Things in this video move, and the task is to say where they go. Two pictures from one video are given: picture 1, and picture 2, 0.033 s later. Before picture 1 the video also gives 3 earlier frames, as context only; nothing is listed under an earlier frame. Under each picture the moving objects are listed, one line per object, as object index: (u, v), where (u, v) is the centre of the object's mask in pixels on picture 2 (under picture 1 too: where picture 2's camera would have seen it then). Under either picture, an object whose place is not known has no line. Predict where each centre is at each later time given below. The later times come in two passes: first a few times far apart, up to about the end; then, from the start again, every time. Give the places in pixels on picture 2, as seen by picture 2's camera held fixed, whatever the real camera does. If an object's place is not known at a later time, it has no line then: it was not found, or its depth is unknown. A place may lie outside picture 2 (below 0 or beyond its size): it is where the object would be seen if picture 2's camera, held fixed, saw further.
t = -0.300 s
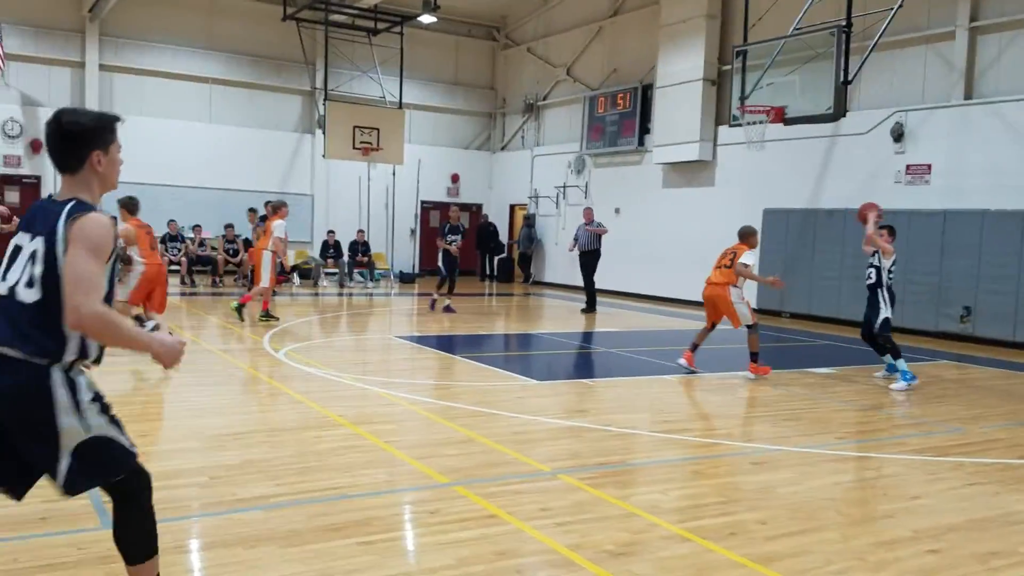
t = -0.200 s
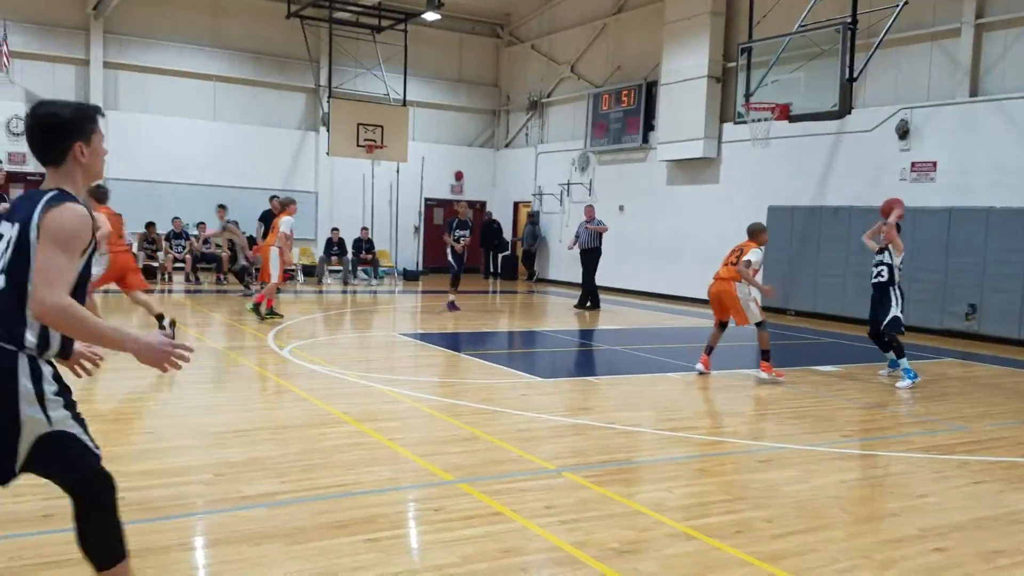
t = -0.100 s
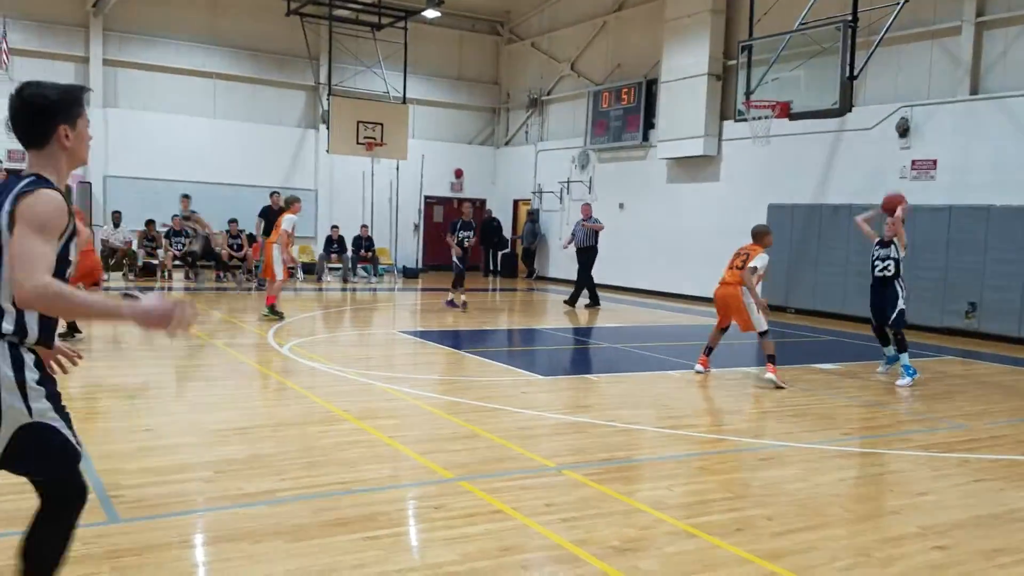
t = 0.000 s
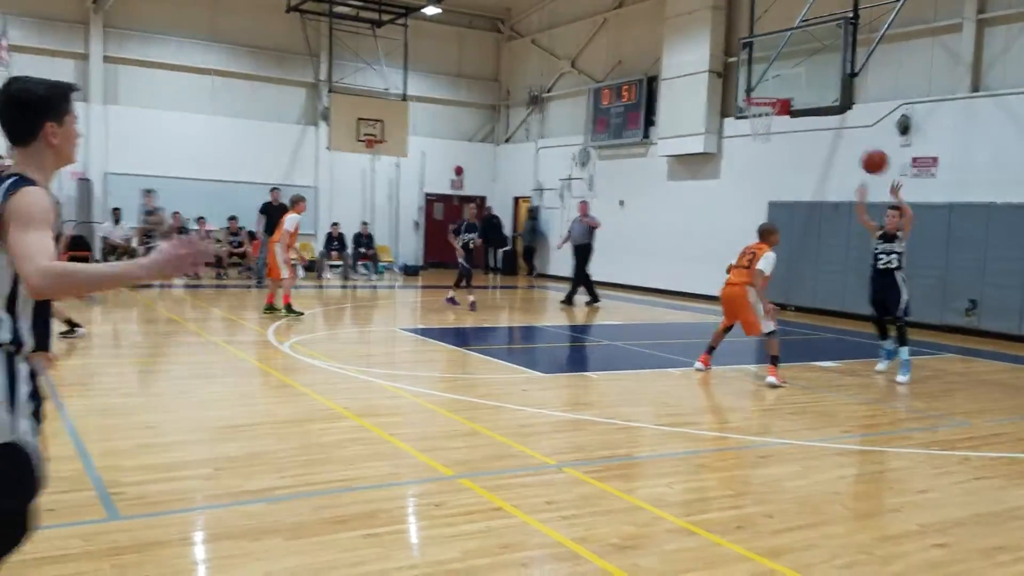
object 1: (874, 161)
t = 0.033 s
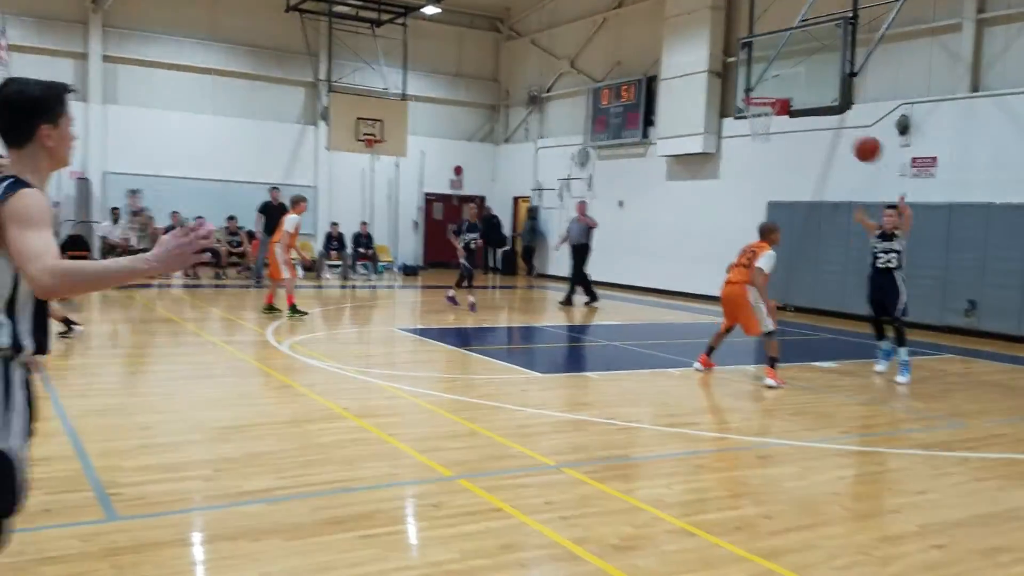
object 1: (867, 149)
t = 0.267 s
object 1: (805, 75)
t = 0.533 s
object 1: (662, 55)
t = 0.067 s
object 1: (860, 136)
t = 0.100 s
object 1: (853, 125)
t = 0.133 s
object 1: (845, 113)
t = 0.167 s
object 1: (836, 102)
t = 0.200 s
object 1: (828, 94)
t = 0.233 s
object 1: (816, 84)
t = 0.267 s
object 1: (805, 75)
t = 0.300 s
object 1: (793, 68)
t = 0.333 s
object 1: (780, 60)
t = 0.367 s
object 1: (765, 55)
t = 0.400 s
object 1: (748, 51)
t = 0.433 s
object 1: (730, 49)
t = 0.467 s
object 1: (712, 49)
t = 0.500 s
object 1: (688, 51)
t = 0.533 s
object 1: (662, 55)
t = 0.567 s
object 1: (634, 63)
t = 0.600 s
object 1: (599, 77)
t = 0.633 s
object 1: (558, 93)
